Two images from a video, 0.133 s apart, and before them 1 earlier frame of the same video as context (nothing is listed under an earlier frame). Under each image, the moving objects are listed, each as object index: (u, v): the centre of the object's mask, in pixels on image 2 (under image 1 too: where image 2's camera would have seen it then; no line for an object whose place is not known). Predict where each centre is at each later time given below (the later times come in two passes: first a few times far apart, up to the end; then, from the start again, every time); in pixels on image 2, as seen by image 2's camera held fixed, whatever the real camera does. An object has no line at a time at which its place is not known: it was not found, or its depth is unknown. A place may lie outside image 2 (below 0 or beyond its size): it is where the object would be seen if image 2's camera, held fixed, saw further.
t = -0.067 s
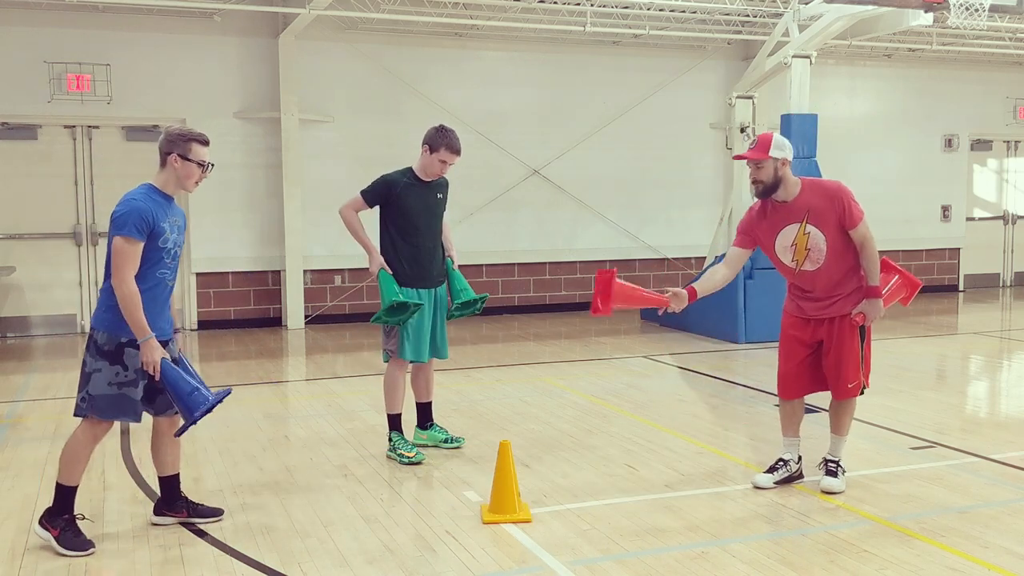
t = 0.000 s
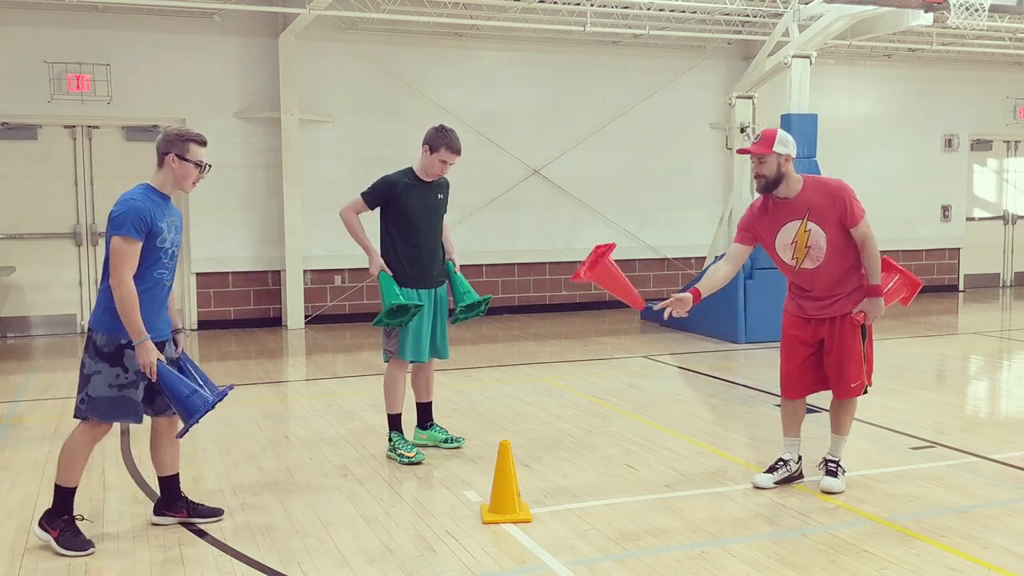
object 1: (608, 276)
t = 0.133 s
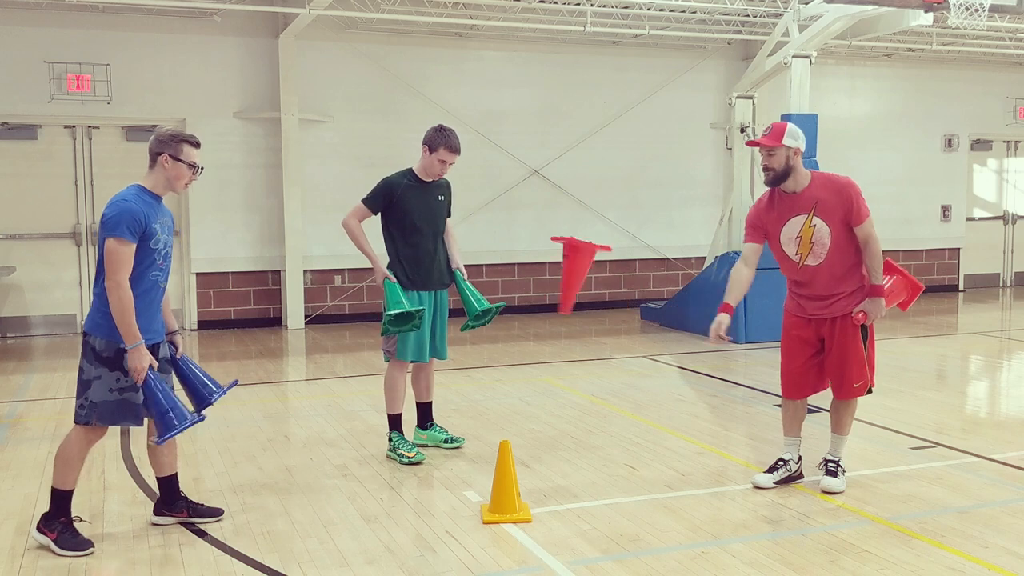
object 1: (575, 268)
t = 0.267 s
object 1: (544, 291)
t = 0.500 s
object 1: (491, 434)
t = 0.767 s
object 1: (486, 485)
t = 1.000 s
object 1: (490, 492)
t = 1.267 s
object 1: (490, 492)
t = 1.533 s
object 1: (490, 492)
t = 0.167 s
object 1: (566, 270)
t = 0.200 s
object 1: (558, 274)
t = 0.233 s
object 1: (551, 281)
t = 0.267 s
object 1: (544, 291)
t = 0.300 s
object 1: (536, 304)
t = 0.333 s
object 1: (528, 319)
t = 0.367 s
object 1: (520, 337)
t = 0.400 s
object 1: (512, 358)
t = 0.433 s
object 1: (504, 381)
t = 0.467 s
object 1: (496, 408)
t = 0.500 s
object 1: (491, 434)
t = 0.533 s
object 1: (489, 458)
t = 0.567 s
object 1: (490, 481)
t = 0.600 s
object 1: (490, 481)
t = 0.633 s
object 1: (488, 480)
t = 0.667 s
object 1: (486, 481)
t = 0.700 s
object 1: (484, 482)
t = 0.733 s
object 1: (484, 483)
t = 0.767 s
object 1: (486, 485)
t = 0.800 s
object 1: (488, 489)
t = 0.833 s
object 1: (489, 492)
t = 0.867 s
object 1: (490, 492)
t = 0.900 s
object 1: (490, 492)
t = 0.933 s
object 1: (490, 492)
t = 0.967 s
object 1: (490, 492)
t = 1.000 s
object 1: (490, 492)
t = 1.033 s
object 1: (491, 491)
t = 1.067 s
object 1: (492, 491)
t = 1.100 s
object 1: (492, 491)
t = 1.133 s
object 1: (490, 492)
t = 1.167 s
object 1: (490, 492)
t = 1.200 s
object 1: (490, 492)
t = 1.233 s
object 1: (490, 492)
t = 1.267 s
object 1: (490, 492)
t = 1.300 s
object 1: (490, 492)
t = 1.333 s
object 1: (490, 492)
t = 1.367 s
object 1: (490, 492)
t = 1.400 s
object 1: (490, 492)
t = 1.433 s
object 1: (490, 492)
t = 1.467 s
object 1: (490, 492)
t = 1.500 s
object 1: (490, 492)
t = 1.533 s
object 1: (490, 492)
